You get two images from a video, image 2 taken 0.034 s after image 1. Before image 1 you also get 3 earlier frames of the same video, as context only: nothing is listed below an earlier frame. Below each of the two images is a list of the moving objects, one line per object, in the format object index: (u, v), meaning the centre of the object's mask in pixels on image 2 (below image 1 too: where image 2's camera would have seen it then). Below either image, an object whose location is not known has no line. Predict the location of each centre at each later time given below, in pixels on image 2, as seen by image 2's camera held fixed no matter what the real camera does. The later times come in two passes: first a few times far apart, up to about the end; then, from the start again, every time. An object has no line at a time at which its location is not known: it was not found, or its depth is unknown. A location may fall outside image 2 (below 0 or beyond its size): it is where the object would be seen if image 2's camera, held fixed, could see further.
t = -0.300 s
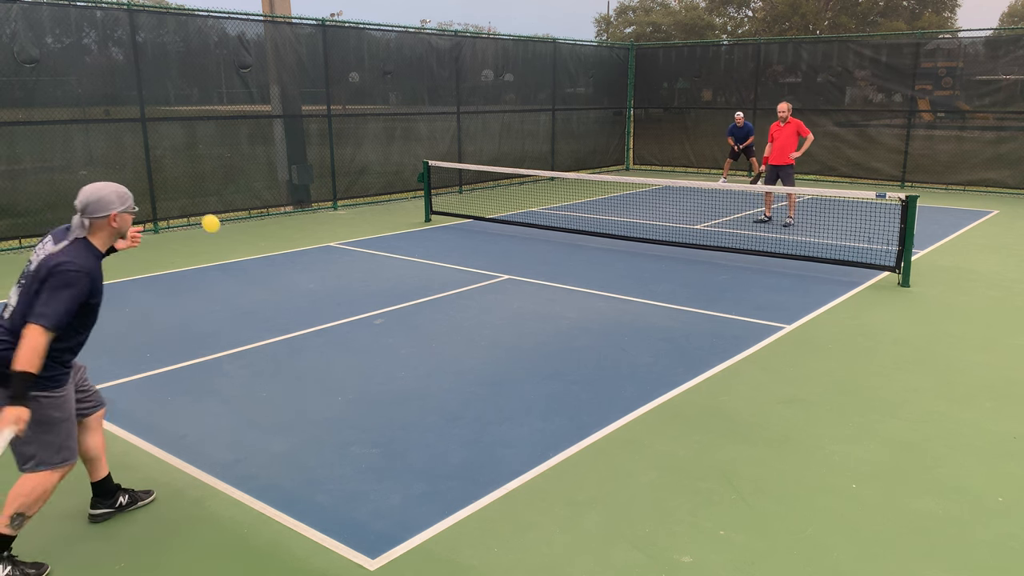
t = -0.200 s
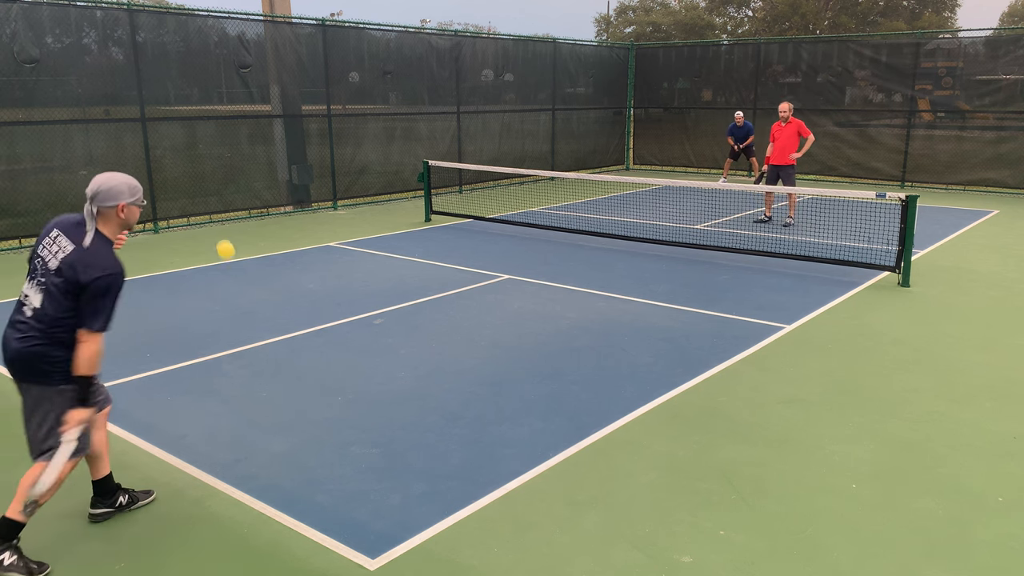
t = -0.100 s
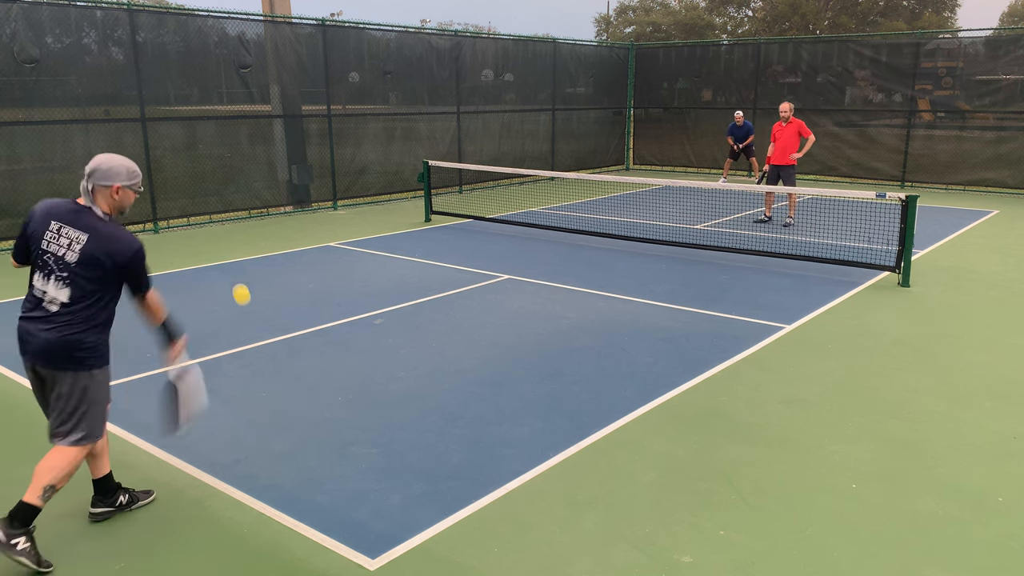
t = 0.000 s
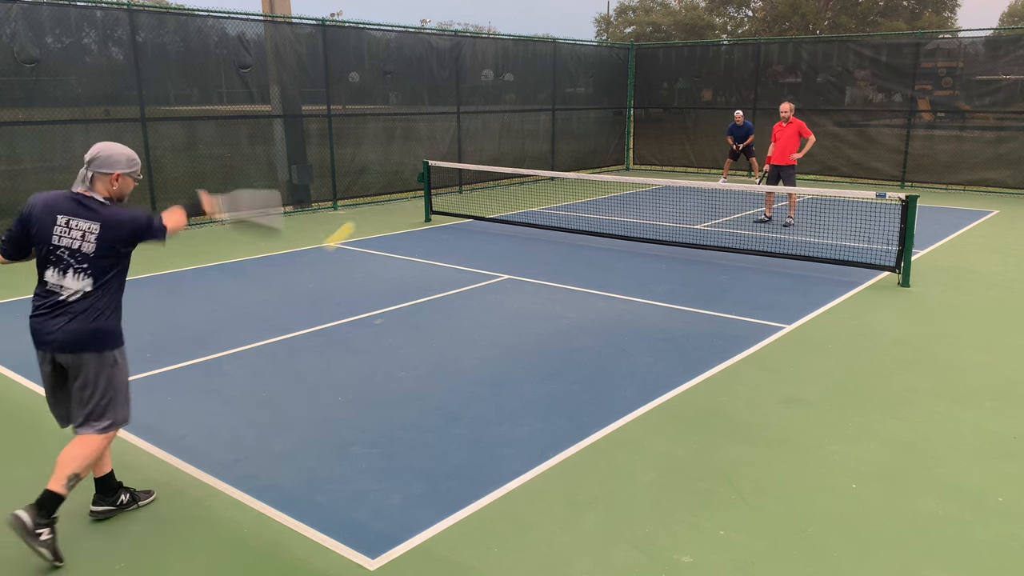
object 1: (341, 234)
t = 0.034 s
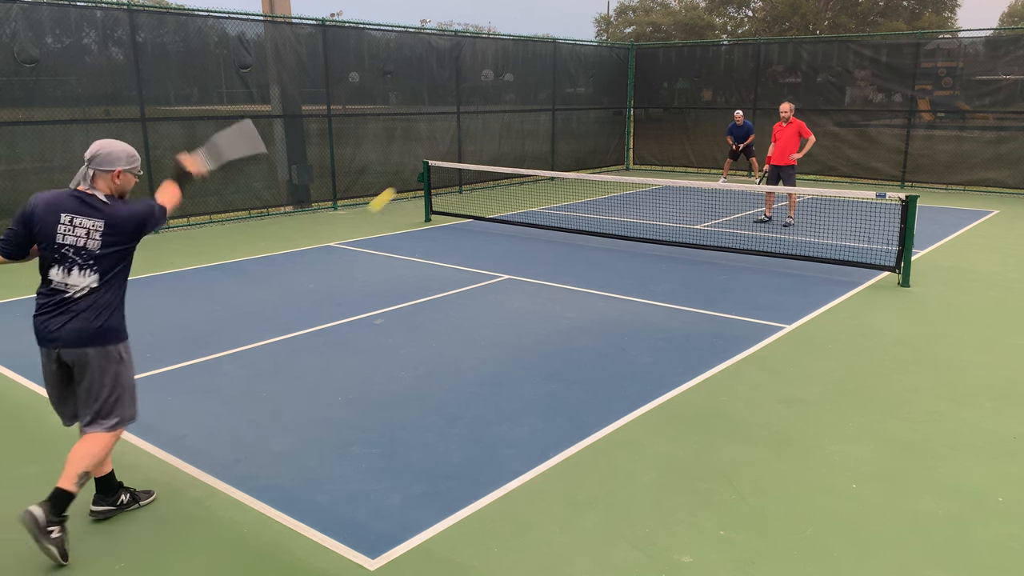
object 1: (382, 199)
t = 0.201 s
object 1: (518, 109)
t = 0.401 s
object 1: (601, 96)
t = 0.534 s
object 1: (636, 112)
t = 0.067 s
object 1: (417, 171)
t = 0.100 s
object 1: (448, 149)
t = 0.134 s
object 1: (474, 132)
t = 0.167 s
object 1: (497, 119)
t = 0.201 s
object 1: (518, 109)
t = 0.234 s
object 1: (536, 102)
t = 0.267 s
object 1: (552, 98)
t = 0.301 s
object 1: (566, 95)
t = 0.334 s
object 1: (579, 94)
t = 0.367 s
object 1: (591, 95)
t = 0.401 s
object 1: (601, 96)
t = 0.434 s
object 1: (611, 99)
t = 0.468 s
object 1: (620, 102)
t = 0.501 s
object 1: (628, 107)
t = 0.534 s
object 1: (636, 112)
